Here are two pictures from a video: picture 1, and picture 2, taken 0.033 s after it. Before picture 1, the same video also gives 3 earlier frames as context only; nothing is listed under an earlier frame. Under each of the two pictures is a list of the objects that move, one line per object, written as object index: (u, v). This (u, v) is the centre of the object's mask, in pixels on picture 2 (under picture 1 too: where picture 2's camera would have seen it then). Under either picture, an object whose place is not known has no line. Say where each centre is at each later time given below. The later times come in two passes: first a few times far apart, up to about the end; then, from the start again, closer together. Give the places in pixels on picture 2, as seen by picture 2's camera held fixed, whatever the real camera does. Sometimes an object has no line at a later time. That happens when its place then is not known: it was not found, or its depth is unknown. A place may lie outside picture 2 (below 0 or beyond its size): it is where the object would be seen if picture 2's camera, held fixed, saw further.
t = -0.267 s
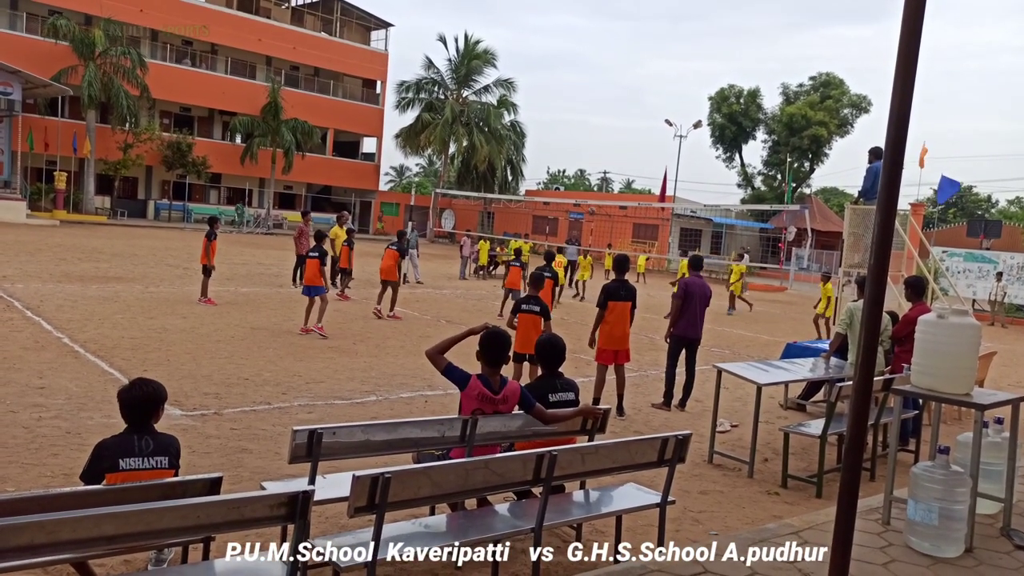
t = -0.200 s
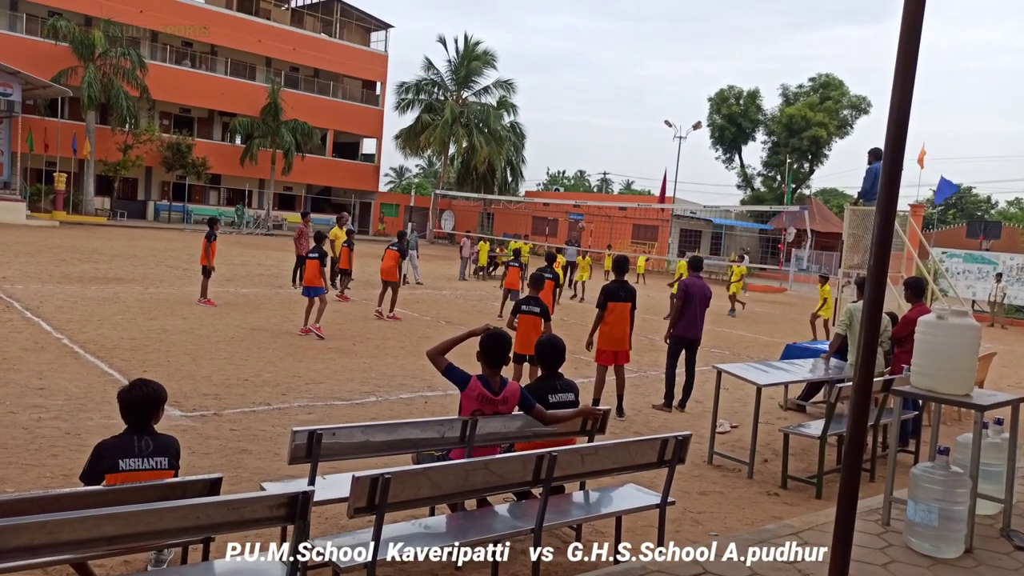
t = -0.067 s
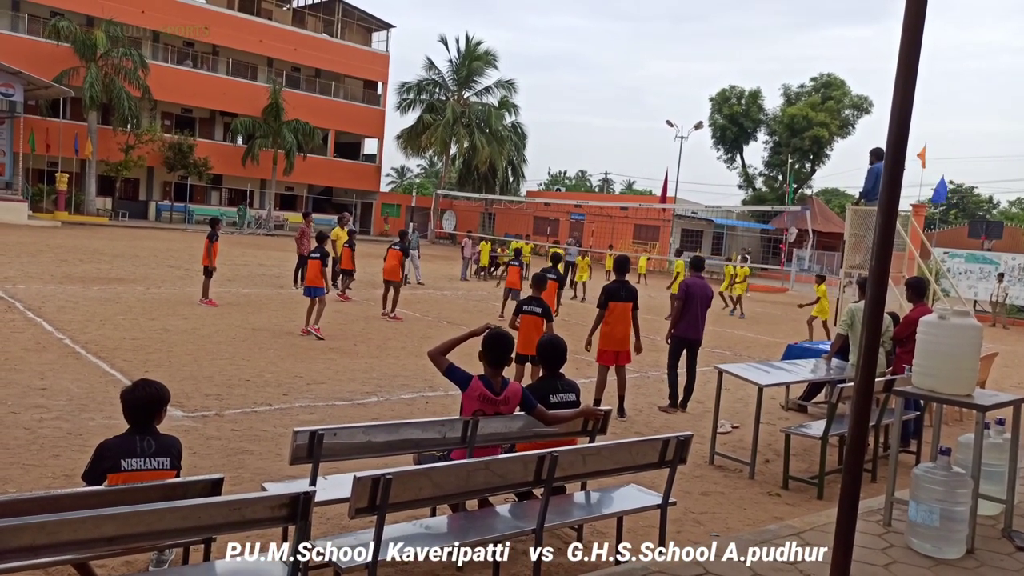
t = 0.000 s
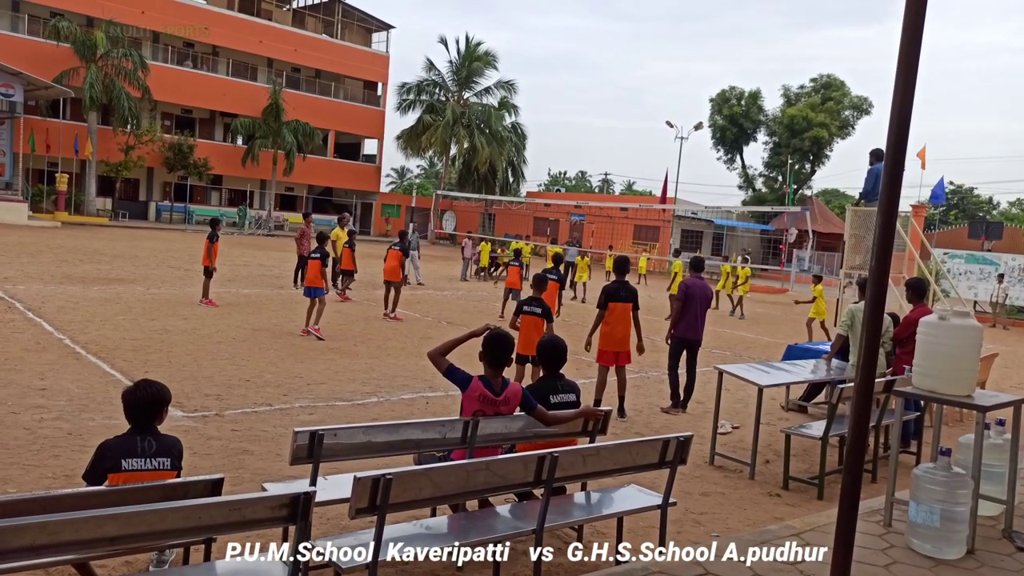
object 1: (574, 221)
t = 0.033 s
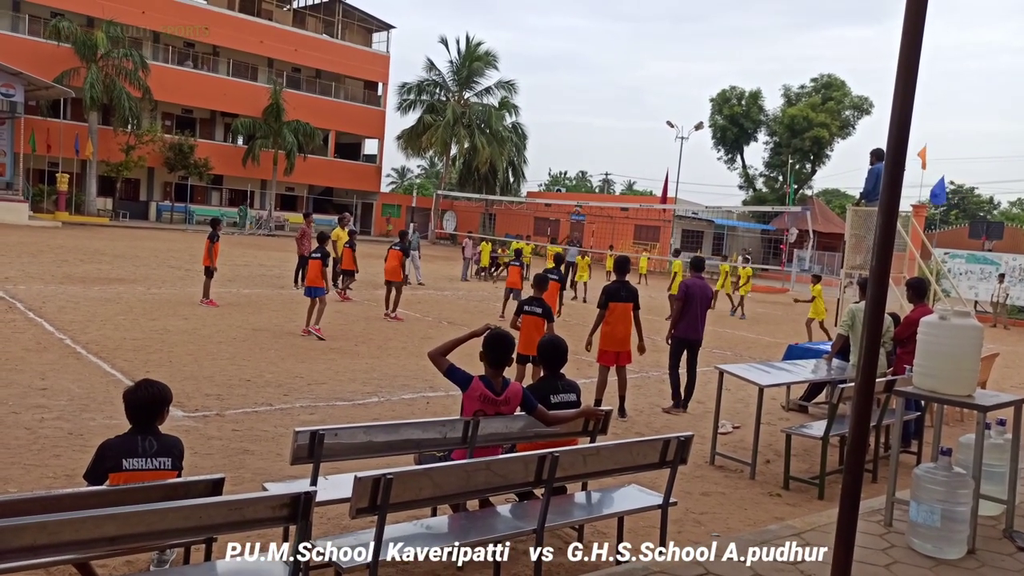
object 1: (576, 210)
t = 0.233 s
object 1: (589, 160)
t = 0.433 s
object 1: (600, 124)
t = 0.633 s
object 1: (610, 106)
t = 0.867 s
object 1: (618, 105)
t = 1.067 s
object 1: (623, 123)
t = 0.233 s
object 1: (589, 160)
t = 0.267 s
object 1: (591, 153)
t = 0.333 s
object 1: (595, 140)
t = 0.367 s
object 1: (597, 134)
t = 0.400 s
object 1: (599, 129)
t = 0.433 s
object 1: (600, 124)
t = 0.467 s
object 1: (602, 120)
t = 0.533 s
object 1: (605, 113)
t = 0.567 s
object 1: (606, 110)
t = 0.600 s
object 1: (608, 108)
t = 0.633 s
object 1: (610, 106)
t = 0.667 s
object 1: (611, 104)
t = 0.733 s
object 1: (613, 103)
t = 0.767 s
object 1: (614, 103)
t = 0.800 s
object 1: (616, 103)
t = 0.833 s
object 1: (617, 104)
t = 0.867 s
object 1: (618, 105)
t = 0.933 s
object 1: (620, 110)
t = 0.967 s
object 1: (621, 112)
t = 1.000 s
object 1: (621, 115)
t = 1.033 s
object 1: (622, 119)
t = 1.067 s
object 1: (623, 123)
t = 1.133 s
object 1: (625, 133)
